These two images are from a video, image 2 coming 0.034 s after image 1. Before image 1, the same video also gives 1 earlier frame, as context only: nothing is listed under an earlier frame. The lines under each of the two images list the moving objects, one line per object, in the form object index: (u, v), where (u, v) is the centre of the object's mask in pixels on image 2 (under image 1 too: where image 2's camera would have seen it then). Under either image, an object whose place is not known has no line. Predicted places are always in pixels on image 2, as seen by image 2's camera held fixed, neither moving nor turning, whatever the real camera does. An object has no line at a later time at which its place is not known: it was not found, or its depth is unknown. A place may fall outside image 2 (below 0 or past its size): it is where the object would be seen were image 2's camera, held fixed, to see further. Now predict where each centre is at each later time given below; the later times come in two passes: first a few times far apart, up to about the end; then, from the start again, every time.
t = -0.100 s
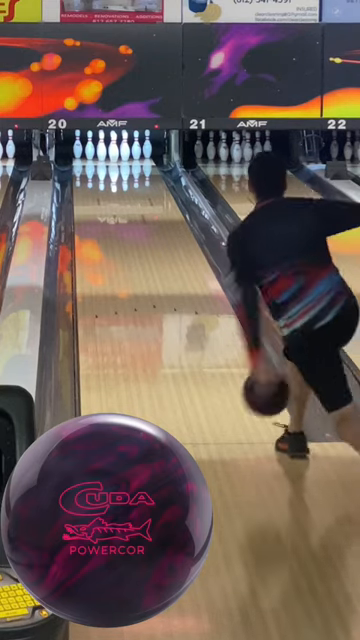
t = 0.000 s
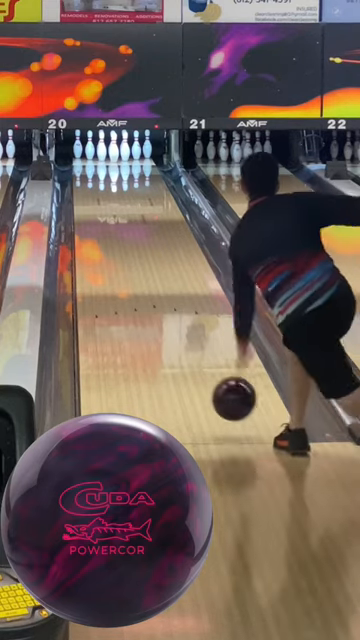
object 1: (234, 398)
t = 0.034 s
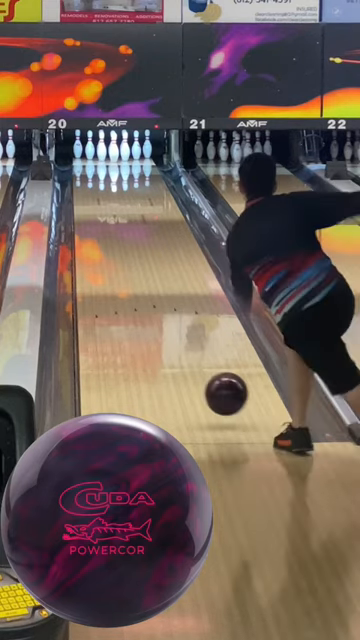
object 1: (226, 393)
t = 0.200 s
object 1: (193, 360)
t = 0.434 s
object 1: (159, 310)
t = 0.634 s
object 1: (137, 278)
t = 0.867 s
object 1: (117, 249)
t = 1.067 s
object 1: (104, 228)
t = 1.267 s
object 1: (94, 210)
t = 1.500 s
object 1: (86, 194)
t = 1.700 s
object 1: (85, 181)
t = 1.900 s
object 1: (91, 171)
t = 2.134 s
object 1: (102, 162)
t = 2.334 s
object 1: (109, 154)
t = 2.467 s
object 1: (113, 152)
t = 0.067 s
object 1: (218, 391)
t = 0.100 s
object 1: (212, 386)
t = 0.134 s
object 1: (205, 376)
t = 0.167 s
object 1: (199, 368)
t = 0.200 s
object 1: (193, 360)
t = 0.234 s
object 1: (187, 352)
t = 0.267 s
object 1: (182, 344)
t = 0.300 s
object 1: (177, 337)
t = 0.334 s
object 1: (172, 330)
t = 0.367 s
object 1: (167, 323)
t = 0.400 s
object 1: (163, 317)
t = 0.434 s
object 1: (159, 310)
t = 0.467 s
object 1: (155, 305)
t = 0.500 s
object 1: (151, 299)
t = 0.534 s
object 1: (147, 294)
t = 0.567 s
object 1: (144, 289)
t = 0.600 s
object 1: (140, 283)
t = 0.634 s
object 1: (137, 278)
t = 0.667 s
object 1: (134, 274)
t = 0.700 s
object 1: (131, 269)
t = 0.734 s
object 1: (128, 265)
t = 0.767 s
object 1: (125, 261)
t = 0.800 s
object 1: (122, 257)
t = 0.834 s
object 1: (120, 252)
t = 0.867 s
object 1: (117, 249)
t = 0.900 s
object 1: (115, 245)
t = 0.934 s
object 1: (112, 241)
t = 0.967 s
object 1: (110, 238)
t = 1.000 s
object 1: (108, 234)
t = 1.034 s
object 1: (106, 231)
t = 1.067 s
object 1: (104, 228)
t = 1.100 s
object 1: (102, 225)
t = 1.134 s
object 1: (100, 222)
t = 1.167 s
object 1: (99, 219)
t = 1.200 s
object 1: (97, 216)
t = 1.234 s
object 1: (95, 213)
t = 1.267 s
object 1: (94, 210)
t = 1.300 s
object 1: (92, 207)
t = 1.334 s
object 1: (91, 205)
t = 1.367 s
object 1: (90, 203)
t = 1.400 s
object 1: (89, 200)
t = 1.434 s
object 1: (88, 198)
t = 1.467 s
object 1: (87, 195)
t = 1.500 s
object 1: (86, 194)
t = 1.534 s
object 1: (86, 191)
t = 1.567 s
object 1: (86, 189)
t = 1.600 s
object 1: (85, 187)
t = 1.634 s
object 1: (85, 185)
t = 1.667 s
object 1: (85, 183)
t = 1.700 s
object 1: (85, 181)
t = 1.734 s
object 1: (86, 180)
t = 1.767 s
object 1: (87, 178)
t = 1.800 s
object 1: (88, 176)
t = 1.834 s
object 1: (88, 174)
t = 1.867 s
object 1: (90, 173)
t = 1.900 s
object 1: (91, 171)
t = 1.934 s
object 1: (92, 170)
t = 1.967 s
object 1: (94, 168)
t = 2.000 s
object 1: (96, 167)
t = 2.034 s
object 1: (98, 165)
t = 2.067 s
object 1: (99, 164)
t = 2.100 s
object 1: (101, 163)
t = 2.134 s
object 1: (102, 162)
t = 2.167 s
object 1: (104, 160)
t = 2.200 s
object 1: (105, 159)
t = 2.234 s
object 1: (106, 158)
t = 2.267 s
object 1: (108, 157)
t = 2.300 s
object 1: (109, 156)
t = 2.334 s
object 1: (109, 154)
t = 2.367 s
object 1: (109, 153)
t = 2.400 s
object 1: (111, 153)
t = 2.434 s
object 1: (111, 152)
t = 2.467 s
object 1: (113, 152)
